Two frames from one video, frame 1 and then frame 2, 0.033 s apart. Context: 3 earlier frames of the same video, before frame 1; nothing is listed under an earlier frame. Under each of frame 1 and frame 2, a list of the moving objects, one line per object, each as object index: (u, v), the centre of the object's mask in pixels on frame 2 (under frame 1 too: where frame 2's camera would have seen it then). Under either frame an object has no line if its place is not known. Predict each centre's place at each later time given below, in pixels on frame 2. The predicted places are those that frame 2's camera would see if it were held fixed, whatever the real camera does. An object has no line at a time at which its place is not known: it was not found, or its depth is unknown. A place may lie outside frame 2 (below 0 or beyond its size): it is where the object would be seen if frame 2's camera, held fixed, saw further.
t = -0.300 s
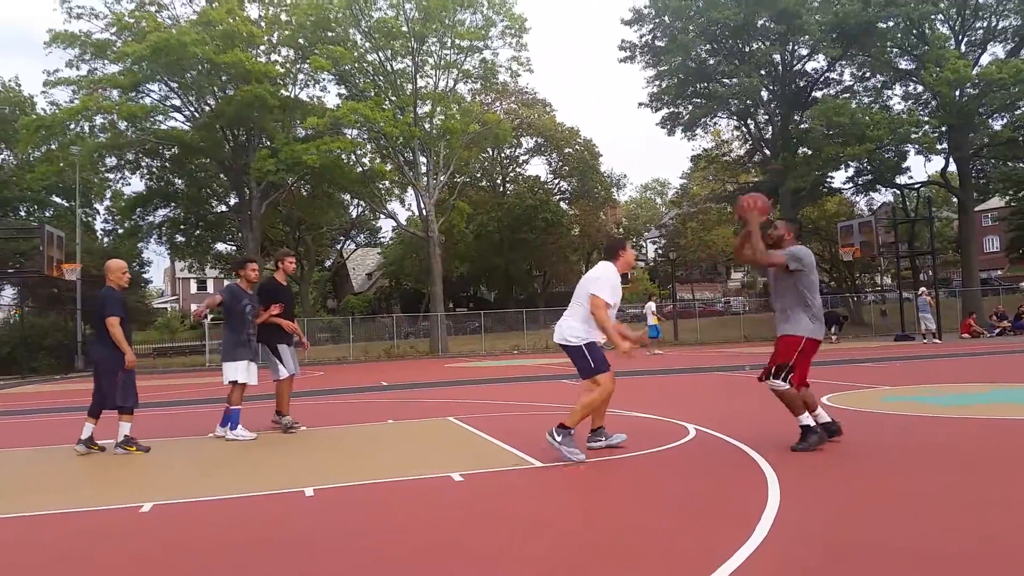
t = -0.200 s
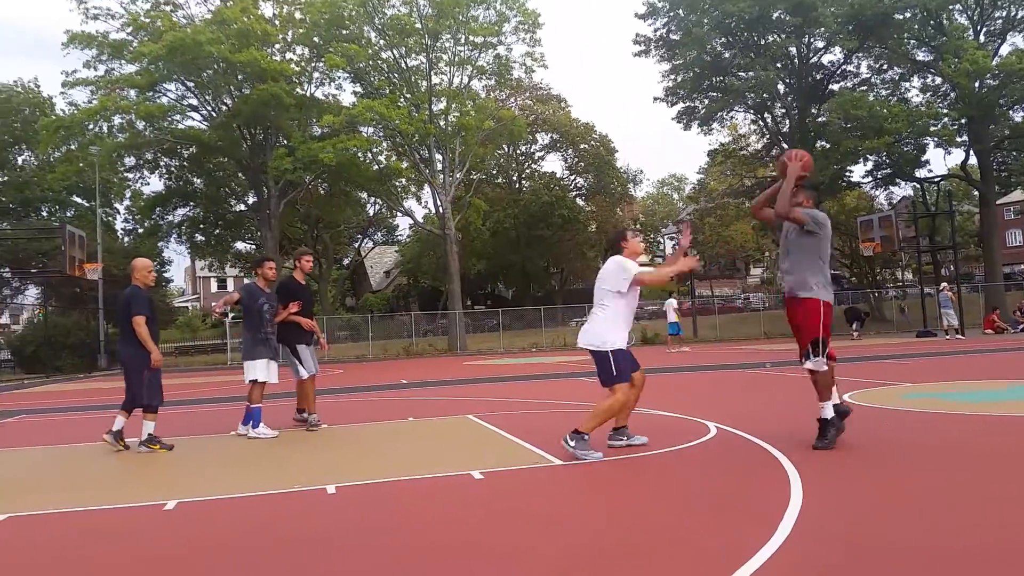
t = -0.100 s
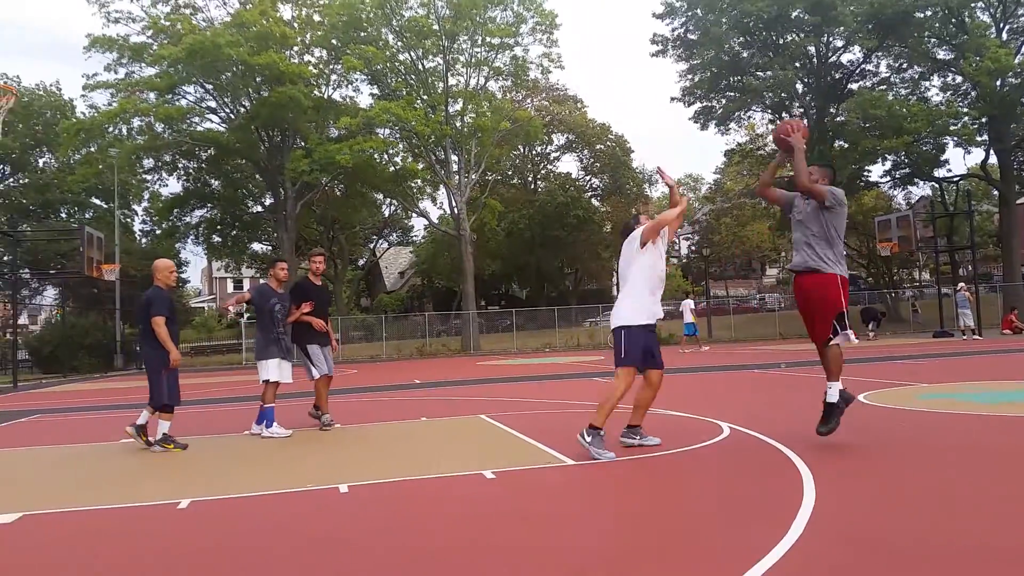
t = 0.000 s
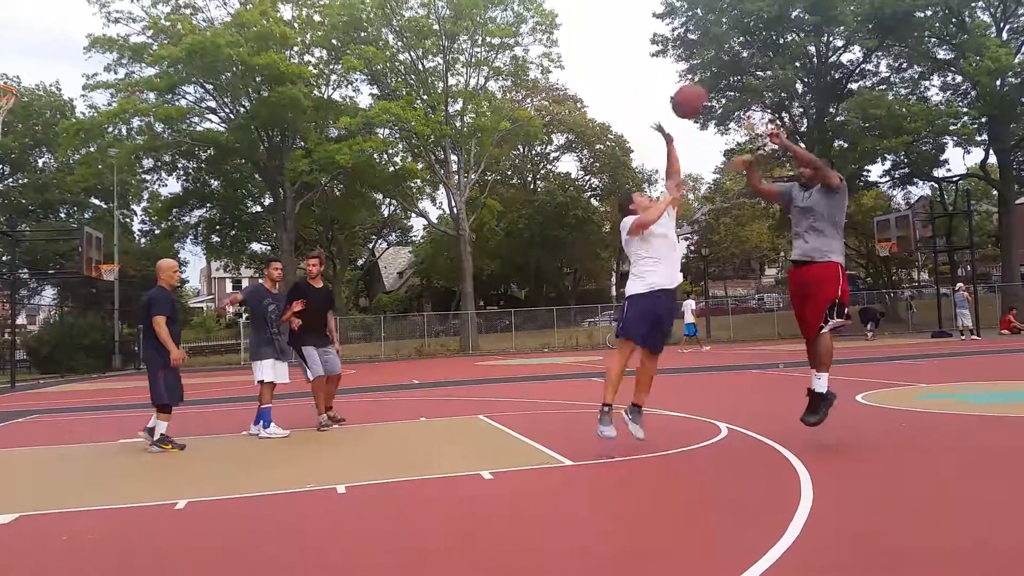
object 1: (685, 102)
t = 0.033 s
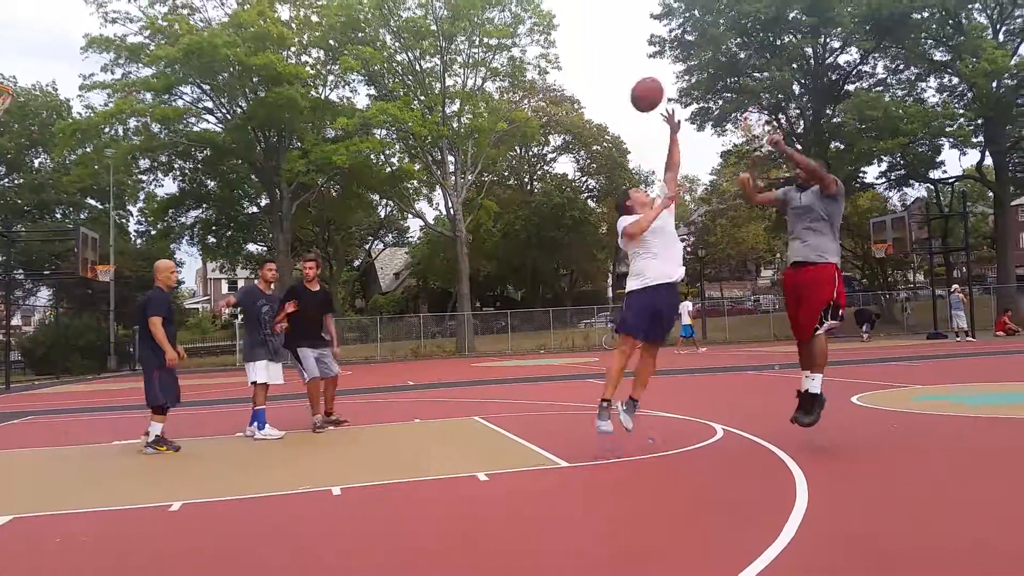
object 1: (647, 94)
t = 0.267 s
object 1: (354, 79)
